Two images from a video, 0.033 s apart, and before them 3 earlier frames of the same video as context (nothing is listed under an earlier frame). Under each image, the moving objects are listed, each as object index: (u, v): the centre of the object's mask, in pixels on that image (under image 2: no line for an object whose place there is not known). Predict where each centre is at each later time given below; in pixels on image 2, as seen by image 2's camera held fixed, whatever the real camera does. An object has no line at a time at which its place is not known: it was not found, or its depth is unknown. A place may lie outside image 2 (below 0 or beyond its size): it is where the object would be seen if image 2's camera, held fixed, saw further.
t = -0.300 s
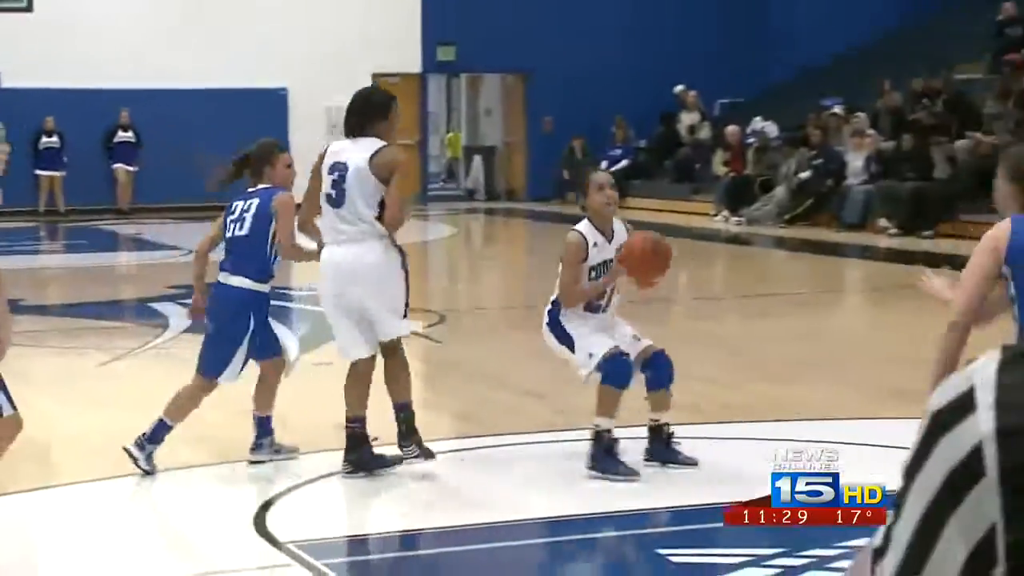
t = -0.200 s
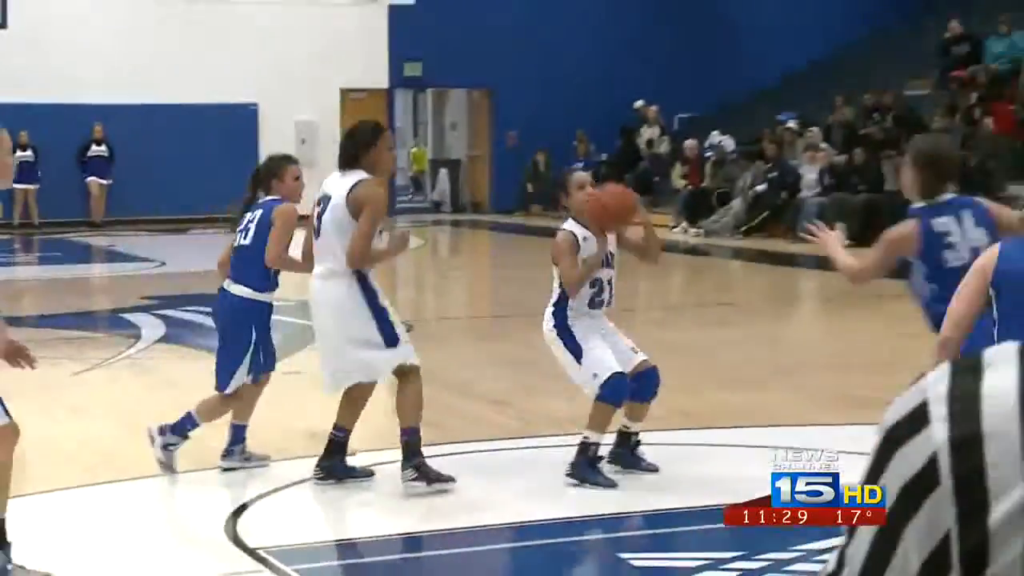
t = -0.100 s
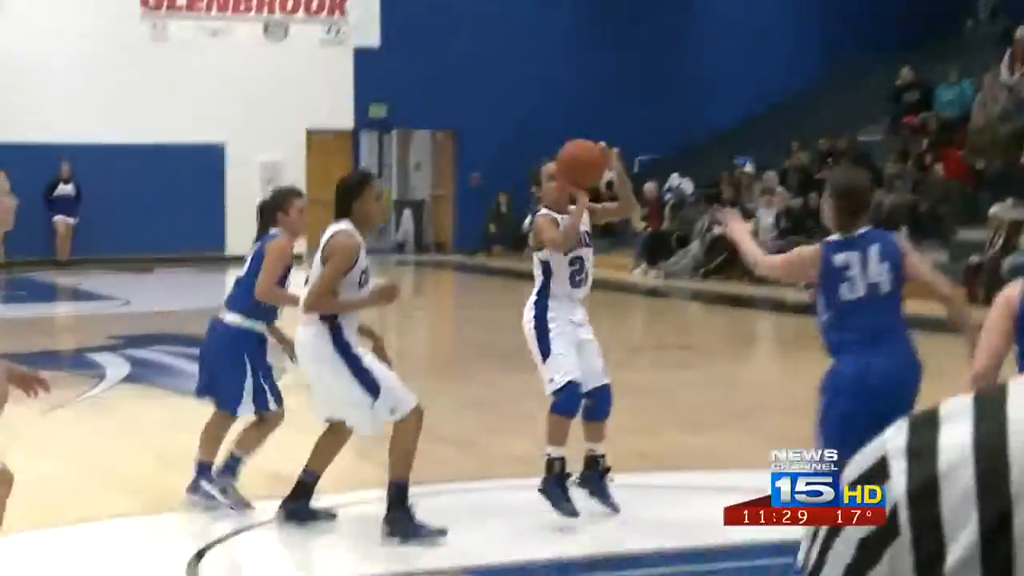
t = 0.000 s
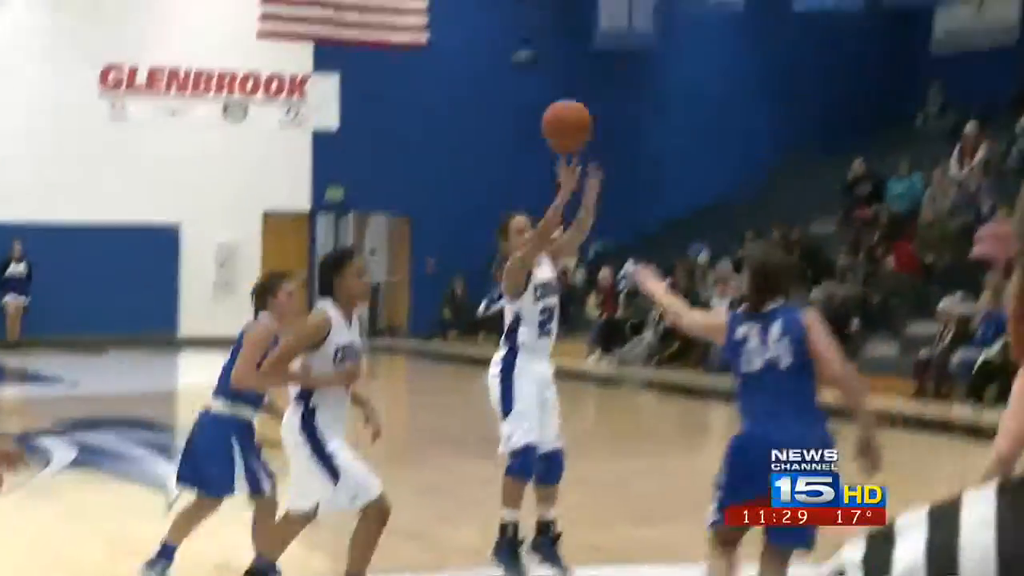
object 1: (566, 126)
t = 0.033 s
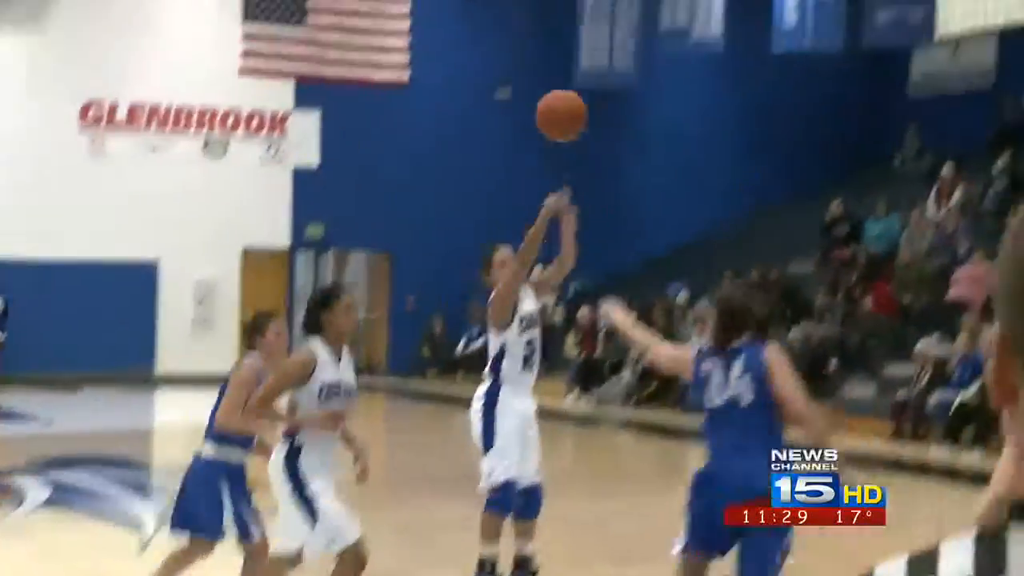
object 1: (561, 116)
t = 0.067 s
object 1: (577, 62)
